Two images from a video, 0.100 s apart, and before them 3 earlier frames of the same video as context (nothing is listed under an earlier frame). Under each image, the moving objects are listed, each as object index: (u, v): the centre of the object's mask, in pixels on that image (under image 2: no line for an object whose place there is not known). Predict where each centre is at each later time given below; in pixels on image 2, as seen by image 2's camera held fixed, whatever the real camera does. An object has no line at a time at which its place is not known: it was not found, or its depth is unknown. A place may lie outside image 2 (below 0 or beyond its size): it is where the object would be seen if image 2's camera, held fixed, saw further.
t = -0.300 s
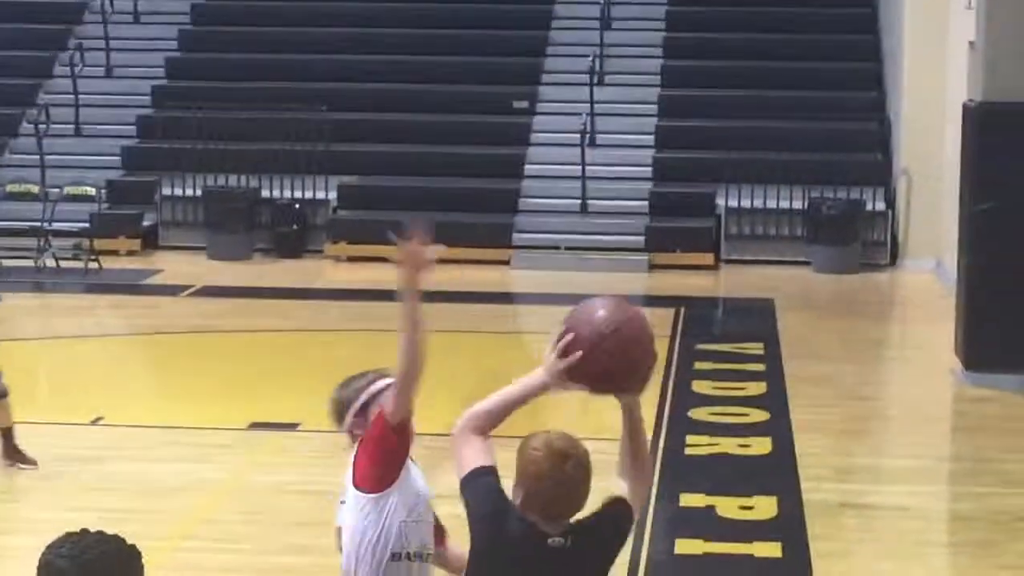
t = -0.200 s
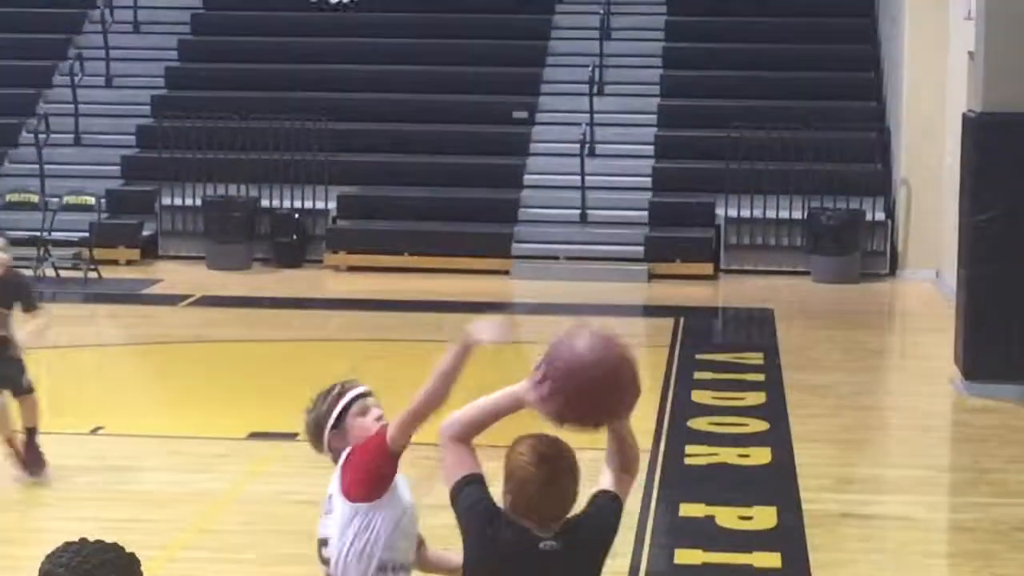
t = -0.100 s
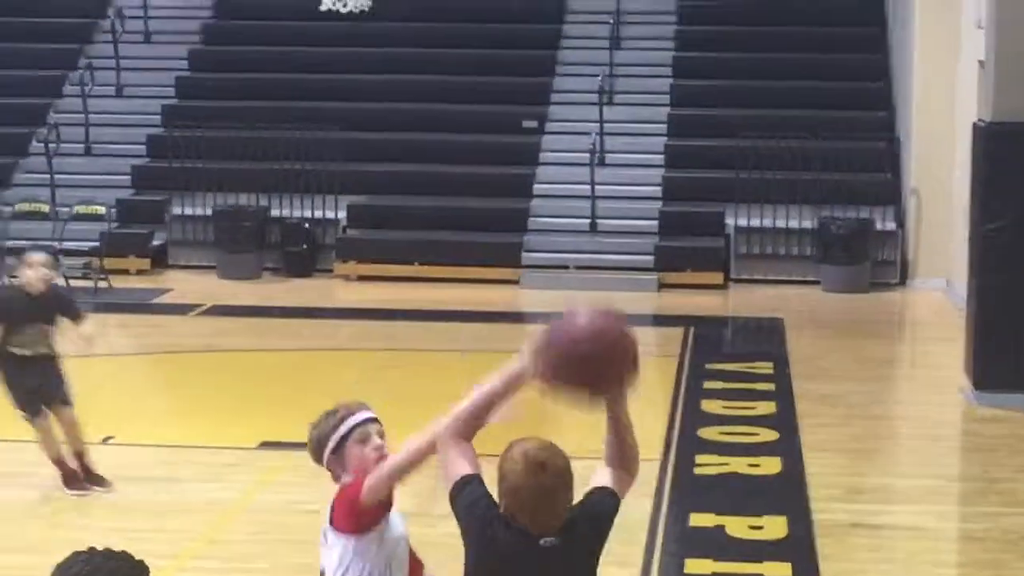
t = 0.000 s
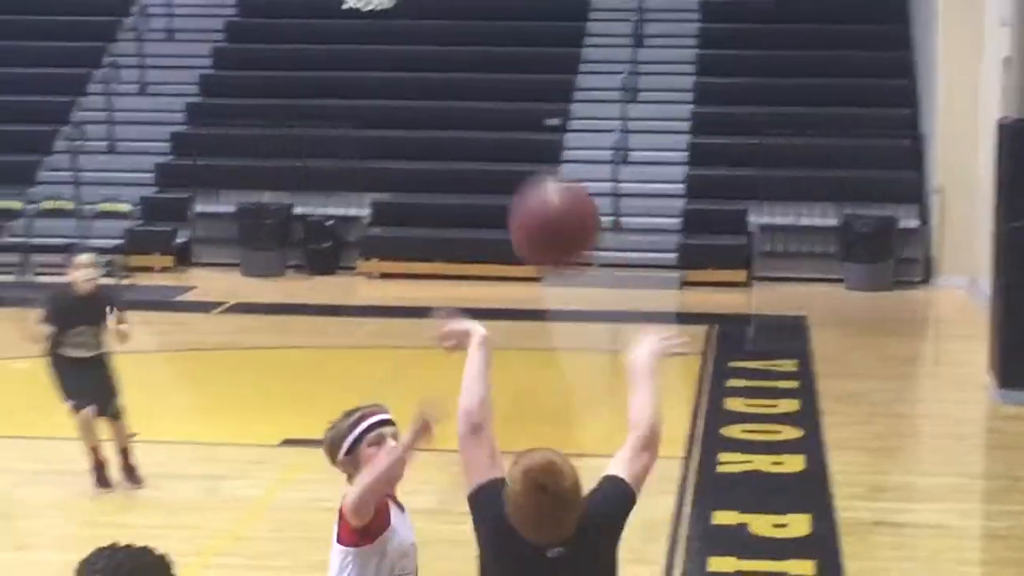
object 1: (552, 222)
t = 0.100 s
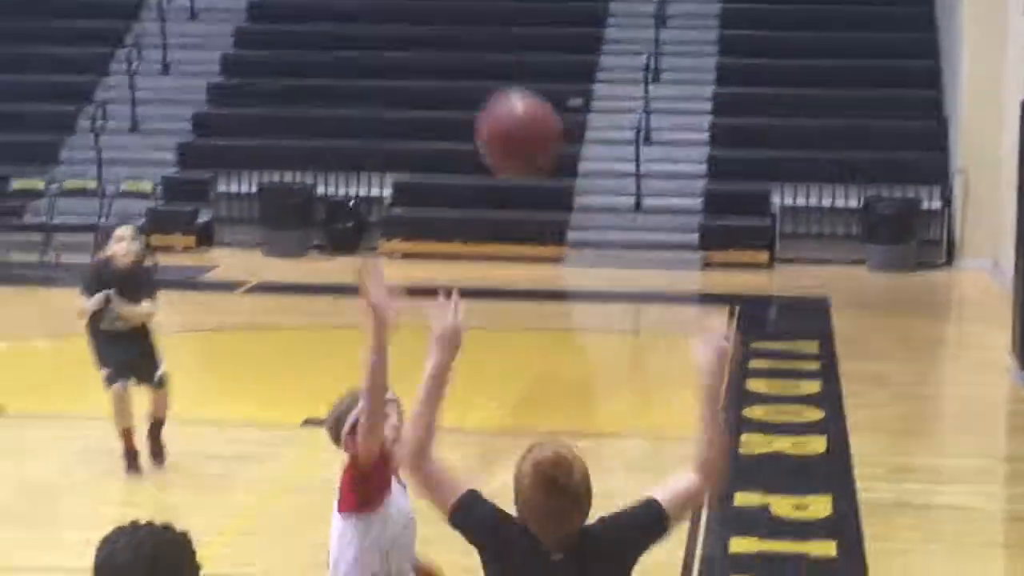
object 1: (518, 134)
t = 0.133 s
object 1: (503, 122)
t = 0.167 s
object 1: (482, 112)
